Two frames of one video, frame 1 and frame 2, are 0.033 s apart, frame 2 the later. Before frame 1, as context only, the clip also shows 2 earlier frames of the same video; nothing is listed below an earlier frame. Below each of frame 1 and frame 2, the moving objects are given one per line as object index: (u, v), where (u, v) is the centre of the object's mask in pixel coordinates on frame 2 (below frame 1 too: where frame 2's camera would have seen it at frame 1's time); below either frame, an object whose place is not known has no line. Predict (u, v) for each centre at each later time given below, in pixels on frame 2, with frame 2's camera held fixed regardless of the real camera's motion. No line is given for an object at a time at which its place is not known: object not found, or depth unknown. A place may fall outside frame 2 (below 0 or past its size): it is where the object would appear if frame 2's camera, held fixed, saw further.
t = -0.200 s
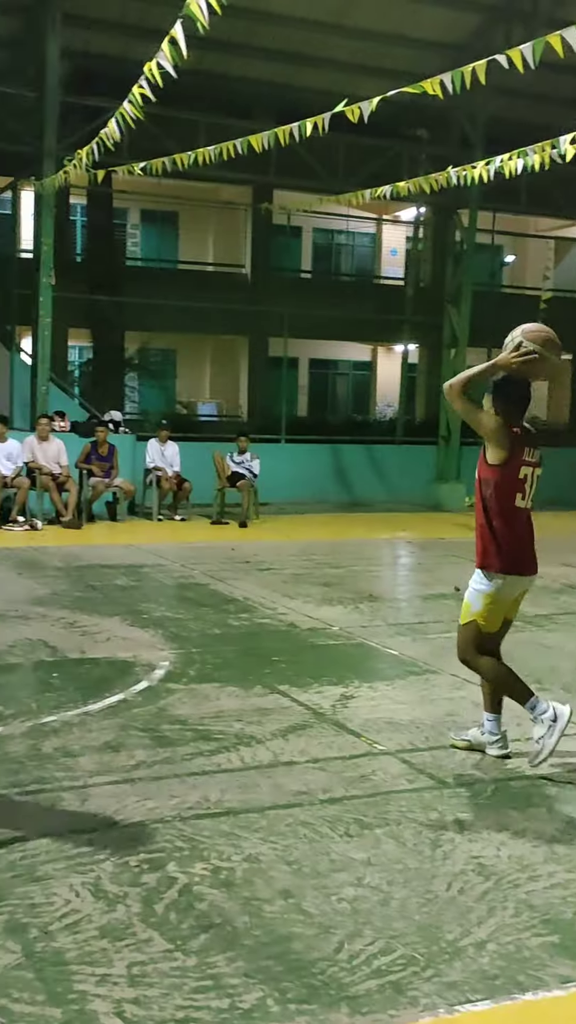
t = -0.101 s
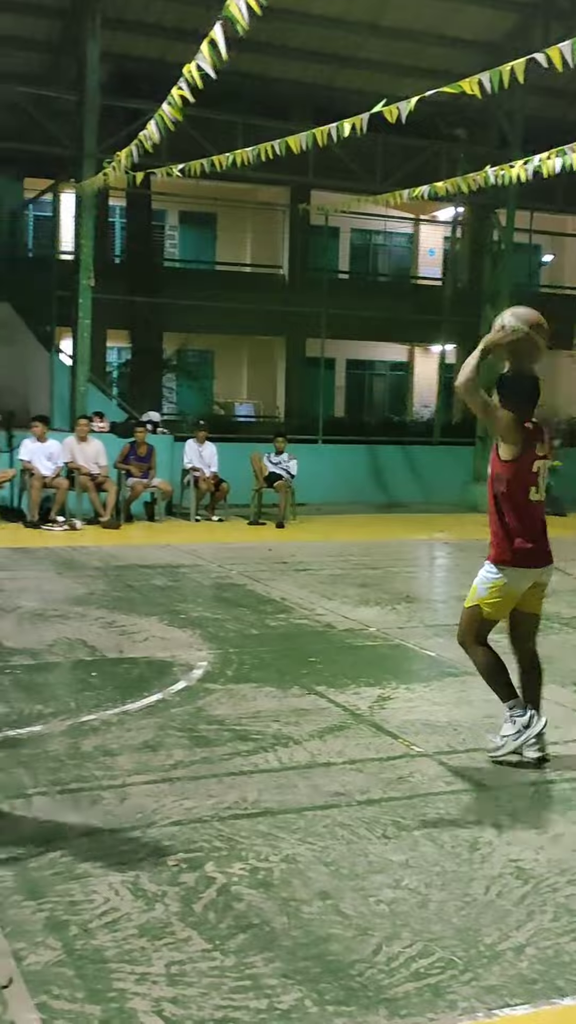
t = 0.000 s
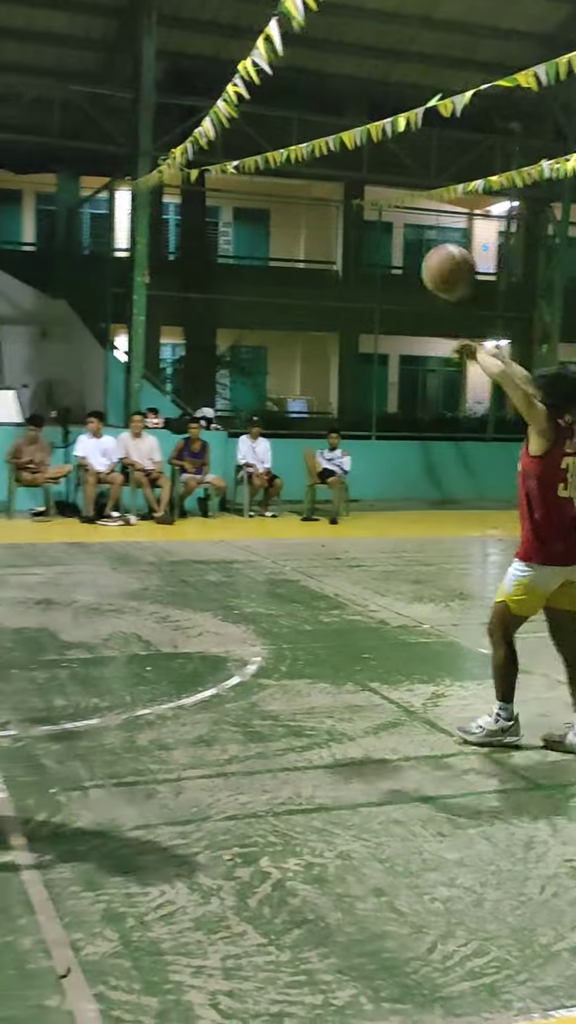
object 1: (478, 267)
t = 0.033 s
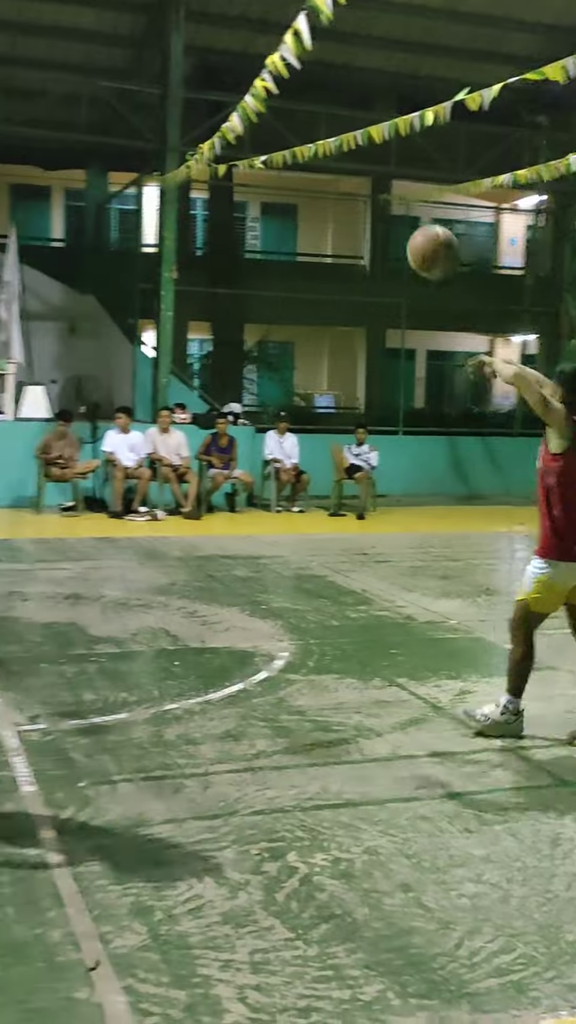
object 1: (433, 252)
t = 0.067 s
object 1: (392, 241)
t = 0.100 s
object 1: (353, 233)
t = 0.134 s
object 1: (317, 226)
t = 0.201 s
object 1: (253, 223)
